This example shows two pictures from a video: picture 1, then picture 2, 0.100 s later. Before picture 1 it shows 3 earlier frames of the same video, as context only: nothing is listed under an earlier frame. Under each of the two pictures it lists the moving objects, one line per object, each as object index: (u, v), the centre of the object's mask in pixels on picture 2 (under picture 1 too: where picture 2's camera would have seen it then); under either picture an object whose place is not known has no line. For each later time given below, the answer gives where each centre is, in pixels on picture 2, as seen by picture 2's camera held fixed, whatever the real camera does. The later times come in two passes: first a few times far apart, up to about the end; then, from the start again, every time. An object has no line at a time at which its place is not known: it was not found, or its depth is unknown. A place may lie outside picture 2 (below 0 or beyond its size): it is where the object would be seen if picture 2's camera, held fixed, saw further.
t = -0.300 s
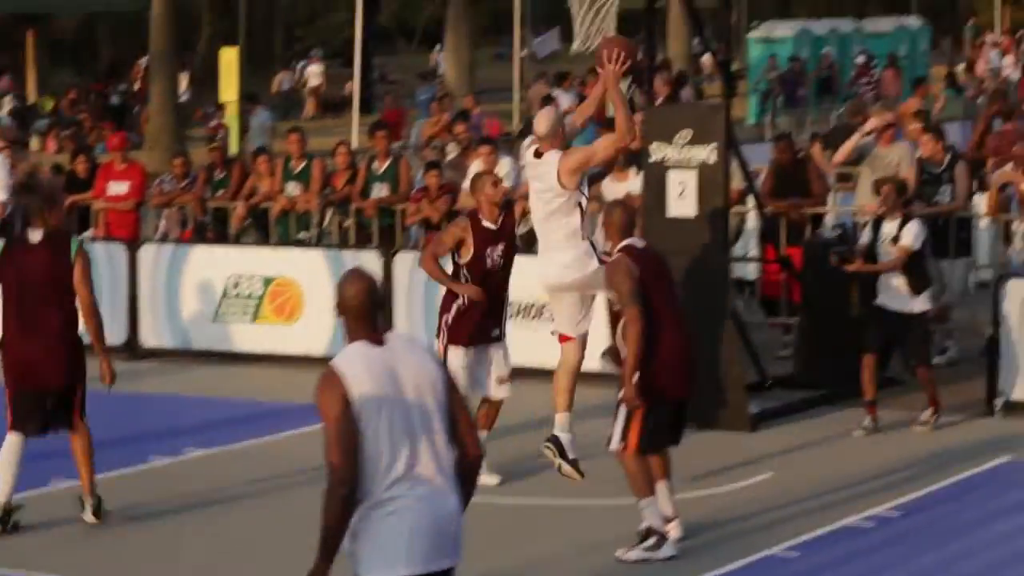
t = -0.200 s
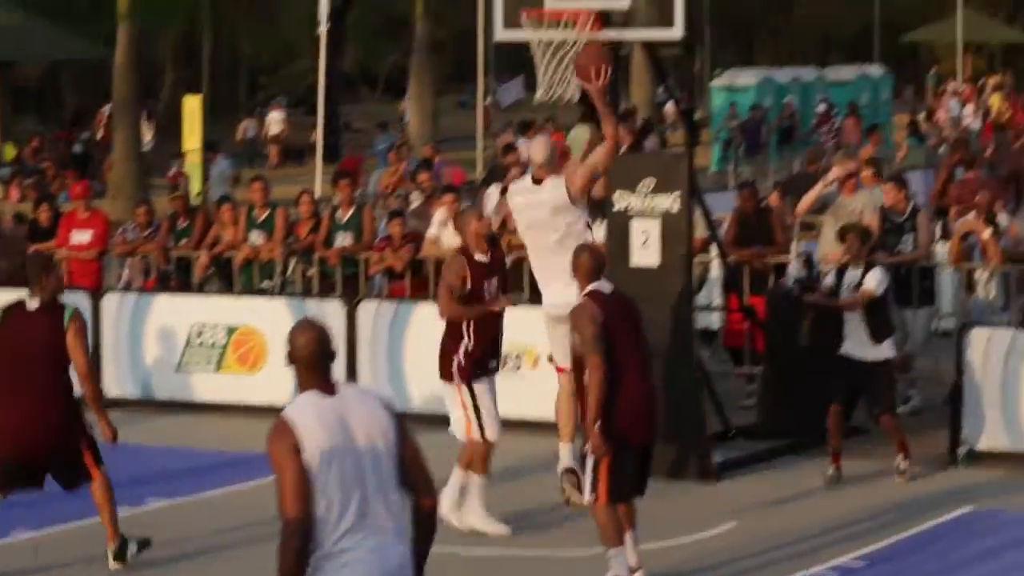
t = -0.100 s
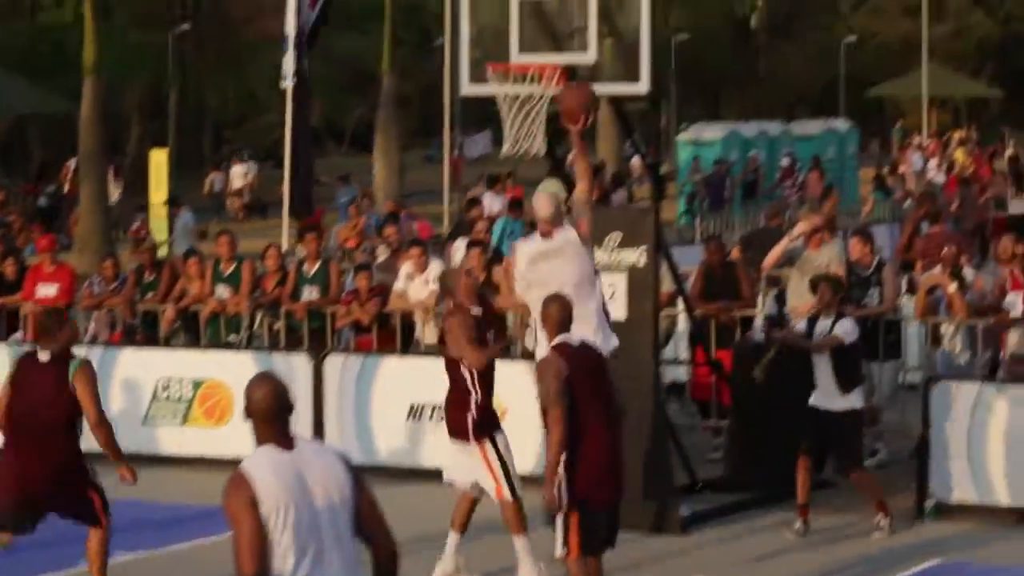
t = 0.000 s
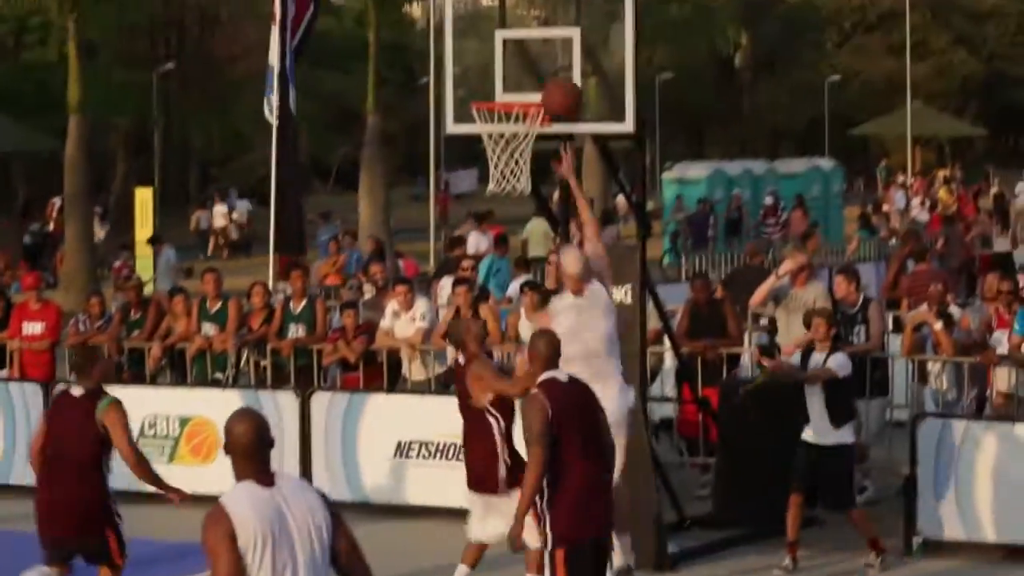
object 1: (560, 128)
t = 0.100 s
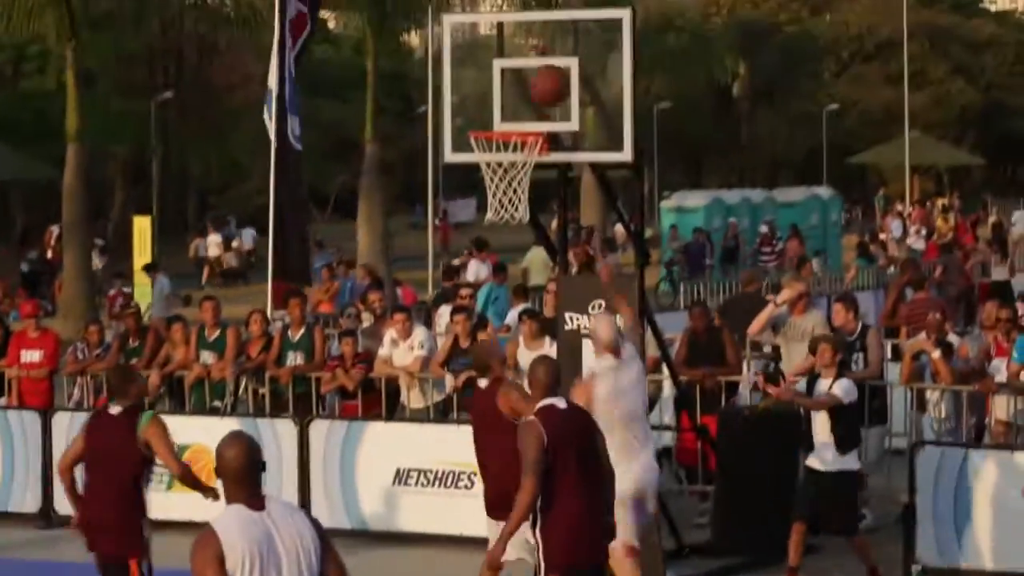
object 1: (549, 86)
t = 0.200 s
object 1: (537, 60)
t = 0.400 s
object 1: (517, 61)
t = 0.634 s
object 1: (502, 105)
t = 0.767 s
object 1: (513, 68)
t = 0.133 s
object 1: (544, 74)
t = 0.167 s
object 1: (541, 66)
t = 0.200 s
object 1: (537, 60)
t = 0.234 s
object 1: (533, 56)
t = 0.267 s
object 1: (529, 53)
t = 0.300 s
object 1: (527, 52)
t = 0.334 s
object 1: (524, 54)
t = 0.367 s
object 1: (520, 57)
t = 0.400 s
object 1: (517, 61)
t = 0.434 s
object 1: (513, 67)
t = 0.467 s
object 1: (510, 77)
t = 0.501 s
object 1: (506, 85)
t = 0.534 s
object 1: (504, 96)
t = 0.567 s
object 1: (502, 108)
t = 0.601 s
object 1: (499, 118)
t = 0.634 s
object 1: (502, 105)
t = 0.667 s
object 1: (504, 94)
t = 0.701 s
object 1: (505, 84)
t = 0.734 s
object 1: (510, 75)
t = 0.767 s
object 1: (513, 68)
